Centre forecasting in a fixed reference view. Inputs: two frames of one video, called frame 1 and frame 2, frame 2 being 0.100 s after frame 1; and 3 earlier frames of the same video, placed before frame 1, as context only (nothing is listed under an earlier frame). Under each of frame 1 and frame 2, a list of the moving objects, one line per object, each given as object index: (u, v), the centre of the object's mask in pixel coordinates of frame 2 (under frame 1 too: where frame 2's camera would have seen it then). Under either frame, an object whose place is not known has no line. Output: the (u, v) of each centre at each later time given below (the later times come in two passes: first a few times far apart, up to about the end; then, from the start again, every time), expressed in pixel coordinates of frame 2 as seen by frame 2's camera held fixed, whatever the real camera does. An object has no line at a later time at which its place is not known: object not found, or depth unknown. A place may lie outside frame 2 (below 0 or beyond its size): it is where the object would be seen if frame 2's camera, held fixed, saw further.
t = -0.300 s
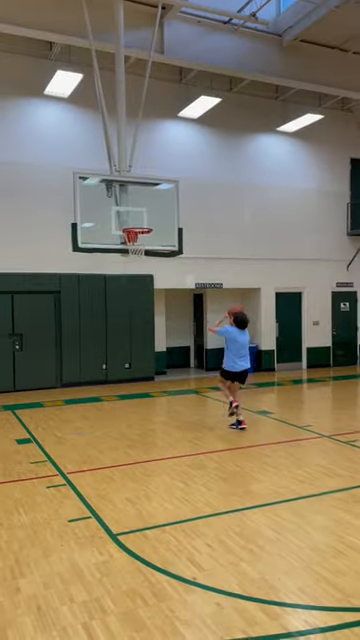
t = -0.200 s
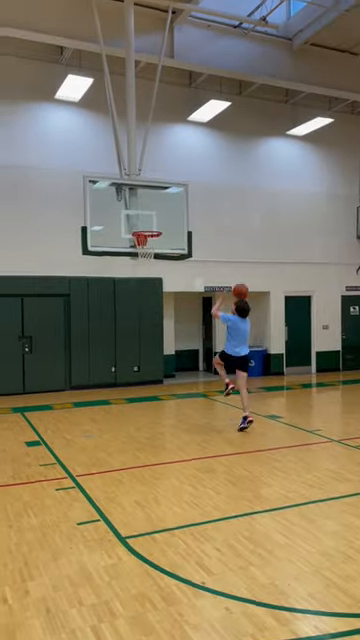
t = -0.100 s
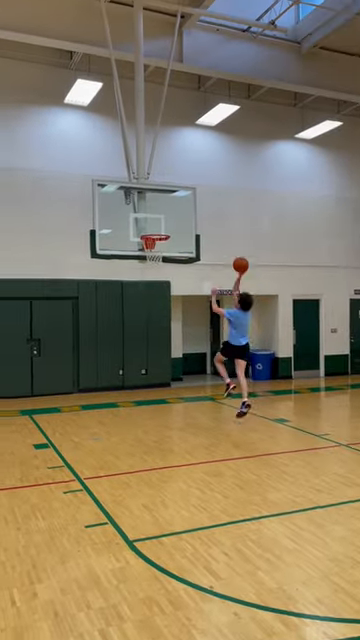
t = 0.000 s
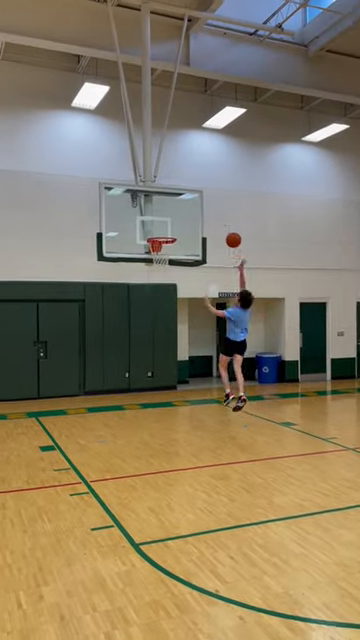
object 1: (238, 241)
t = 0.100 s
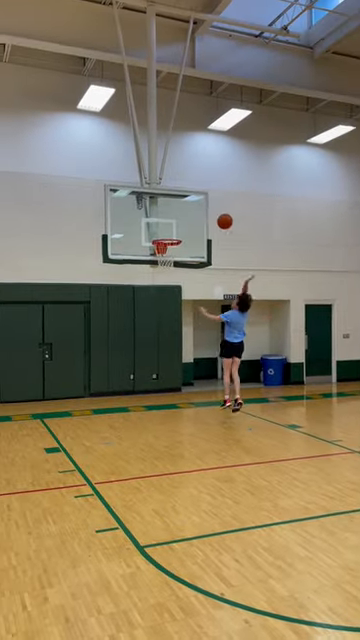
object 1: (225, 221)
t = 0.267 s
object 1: (203, 202)
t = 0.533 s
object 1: (170, 208)
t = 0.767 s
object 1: (158, 234)
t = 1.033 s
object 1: (168, 237)
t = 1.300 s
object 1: (163, 234)
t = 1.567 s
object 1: (174, 244)
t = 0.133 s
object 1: (220, 216)
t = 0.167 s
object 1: (216, 211)
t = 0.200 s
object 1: (211, 207)
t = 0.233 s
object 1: (207, 204)
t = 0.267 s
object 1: (203, 202)
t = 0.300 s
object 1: (199, 200)
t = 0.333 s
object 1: (194, 199)
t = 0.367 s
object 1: (190, 199)
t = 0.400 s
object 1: (186, 199)
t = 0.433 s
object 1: (182, 200)
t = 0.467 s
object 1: (178, 202)
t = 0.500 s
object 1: (174, 204)
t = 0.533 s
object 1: (170, 208)
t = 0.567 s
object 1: (166, 211)
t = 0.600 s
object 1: (162, 215)
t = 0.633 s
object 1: (160, 219)
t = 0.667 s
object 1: (159, 222)
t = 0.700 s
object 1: (159, 225)
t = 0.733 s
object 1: (159, 229)
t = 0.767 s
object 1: (158, 234)
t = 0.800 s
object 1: (160, 236)
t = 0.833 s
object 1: (164, 237)
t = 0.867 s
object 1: (168, 237)
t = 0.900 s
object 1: (171, 236)
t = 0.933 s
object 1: (174, 239)
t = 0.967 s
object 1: (174, 239)
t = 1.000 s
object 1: (171, 237)
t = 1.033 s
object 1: (168, 237)
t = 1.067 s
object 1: (165, 236)
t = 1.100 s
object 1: (163, 236)
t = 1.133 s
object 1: (161, 235)
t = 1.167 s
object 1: (159, 235)
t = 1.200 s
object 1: (159, 235)
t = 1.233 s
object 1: (160, 234)
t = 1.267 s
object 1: (161, 234)
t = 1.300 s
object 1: (163, 234)
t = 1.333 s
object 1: (165, 234)
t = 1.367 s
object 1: (168, 235)
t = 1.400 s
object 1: (171, 235)
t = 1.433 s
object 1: (173, 236)
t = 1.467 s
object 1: (175, 239)
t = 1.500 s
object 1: (175, 241)
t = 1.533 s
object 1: (175, 243)
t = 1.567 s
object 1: (174, 244)
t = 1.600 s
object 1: (173, 249)
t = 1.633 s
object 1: (171, 251)
